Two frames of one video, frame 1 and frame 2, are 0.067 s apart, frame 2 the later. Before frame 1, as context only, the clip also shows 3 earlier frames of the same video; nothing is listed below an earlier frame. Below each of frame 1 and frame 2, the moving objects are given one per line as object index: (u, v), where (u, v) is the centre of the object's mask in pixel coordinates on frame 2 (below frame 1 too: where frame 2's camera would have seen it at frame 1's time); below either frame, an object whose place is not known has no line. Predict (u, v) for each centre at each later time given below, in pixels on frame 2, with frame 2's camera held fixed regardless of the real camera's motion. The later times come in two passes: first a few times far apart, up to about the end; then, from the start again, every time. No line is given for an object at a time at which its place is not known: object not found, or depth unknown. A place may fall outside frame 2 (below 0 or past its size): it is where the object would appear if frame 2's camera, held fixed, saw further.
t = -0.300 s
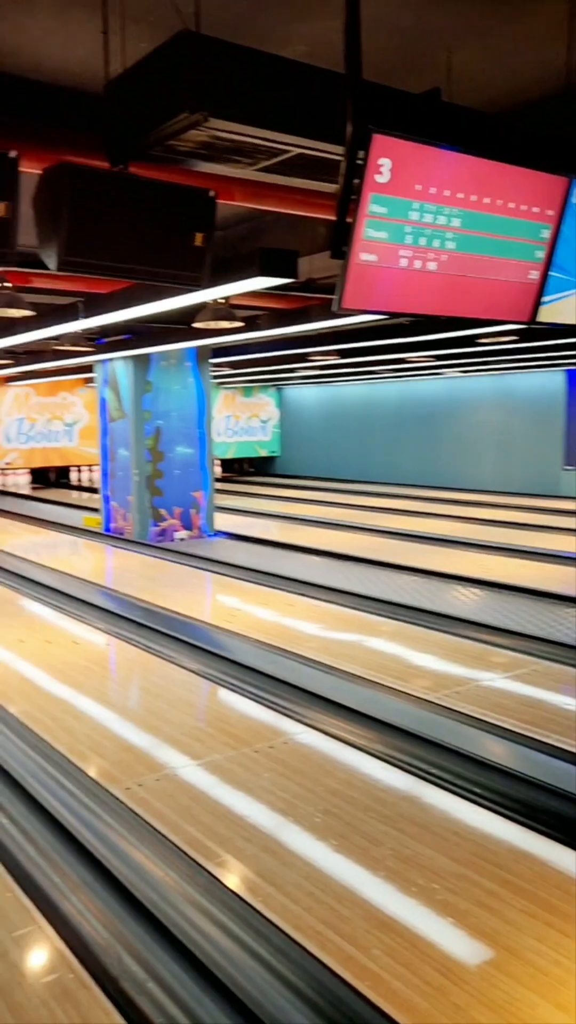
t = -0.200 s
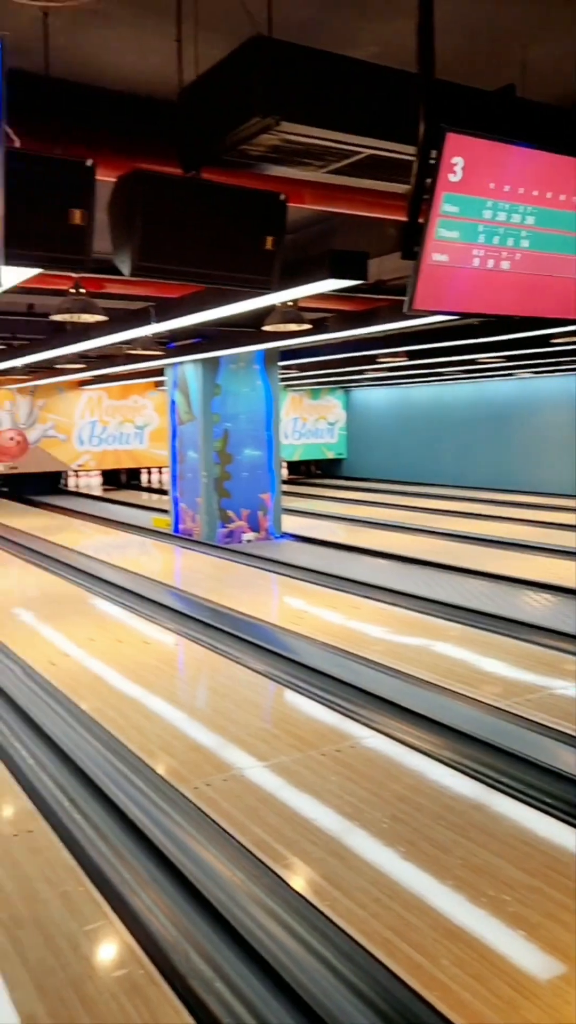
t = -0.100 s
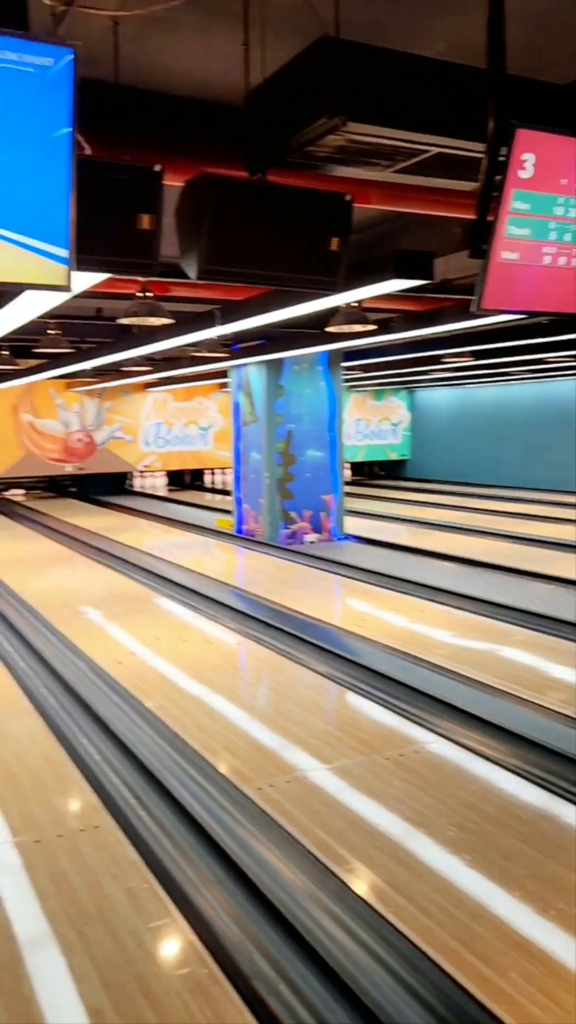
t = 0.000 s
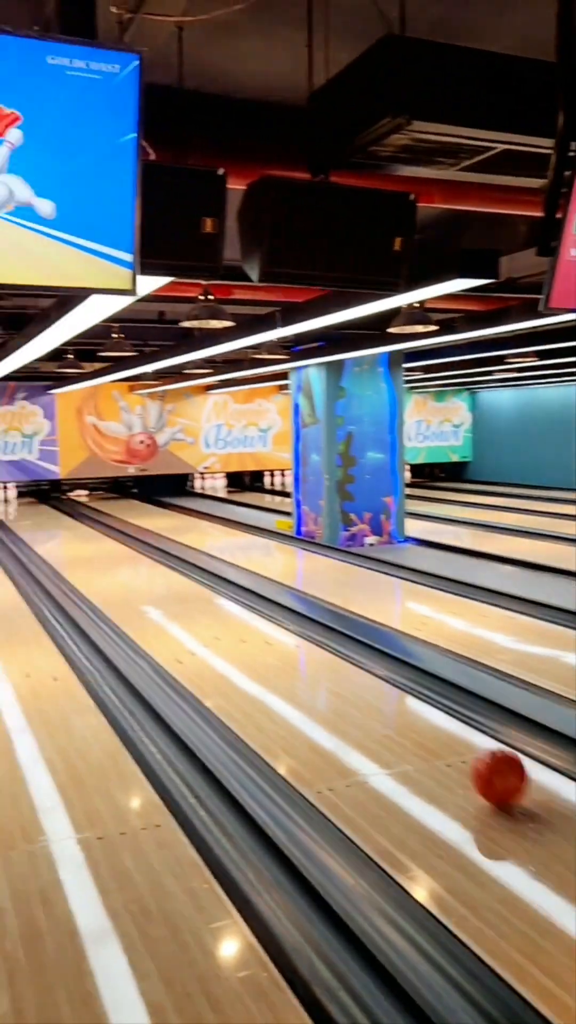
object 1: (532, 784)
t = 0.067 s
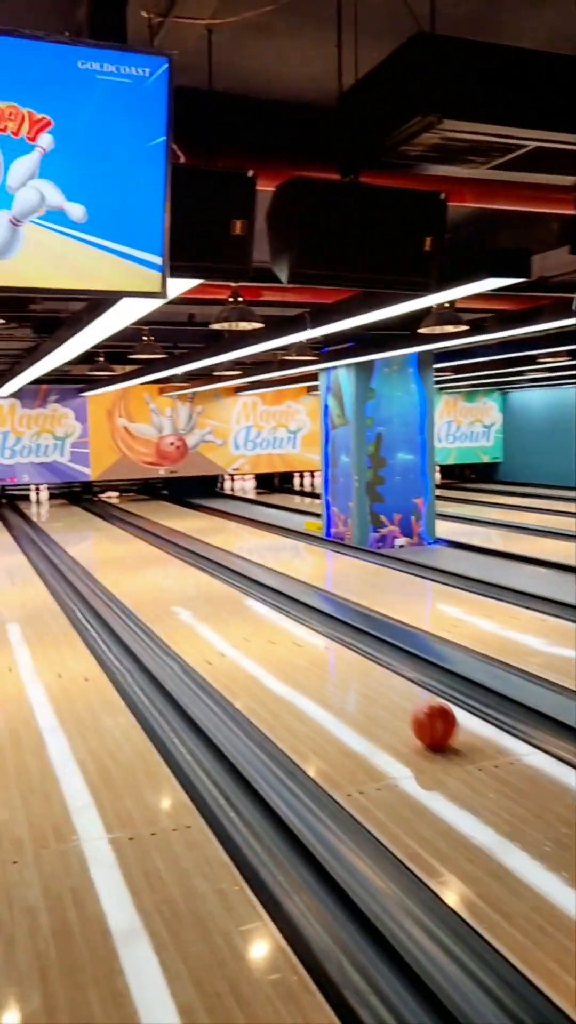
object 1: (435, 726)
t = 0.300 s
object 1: (258, 617)
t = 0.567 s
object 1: (171, 564)
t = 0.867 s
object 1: (120, 533)
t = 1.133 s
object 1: (93, 516)
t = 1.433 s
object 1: (73, 504)
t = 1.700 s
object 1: (62, 497)
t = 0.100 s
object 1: (398, 704)
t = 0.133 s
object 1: (366, 684)
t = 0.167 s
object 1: (338, 666)
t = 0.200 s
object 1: (314, 652)
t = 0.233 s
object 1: (293, 639)
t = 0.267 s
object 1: (275, 628)
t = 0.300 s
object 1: (258, 617)
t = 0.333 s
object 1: (243, 608)
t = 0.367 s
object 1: (231, 600)
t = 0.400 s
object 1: (218, 593)
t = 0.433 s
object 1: (207, 586)
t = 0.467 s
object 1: (197, 580)
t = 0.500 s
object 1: (188, 574)
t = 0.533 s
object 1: (179, 569)
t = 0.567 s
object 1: (171, 564)
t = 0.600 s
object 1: (164, 559)
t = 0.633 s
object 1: (157, 556)
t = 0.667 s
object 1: (150, 551)
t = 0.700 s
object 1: (144, 548)
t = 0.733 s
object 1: (138, 544)
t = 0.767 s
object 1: (134, 541)
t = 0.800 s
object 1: (129, 538)
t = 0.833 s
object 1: (124, 535)
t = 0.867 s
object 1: (120, 533)
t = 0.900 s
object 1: (115, 530)
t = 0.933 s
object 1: (112, 528)
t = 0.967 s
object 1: (108, 526)
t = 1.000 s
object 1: (105, 524)
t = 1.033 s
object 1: (101, 521)
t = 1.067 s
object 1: (98, 519)
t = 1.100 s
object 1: (96, 518)
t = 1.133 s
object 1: (93, 516)
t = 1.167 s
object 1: (90, 514)
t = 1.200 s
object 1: (87, 513)
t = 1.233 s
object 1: (85, 511)
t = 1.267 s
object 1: (83, 510)
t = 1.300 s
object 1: (81, 509)
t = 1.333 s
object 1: (79, 507)
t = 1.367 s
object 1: (77, 506)
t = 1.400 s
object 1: (74, 505)
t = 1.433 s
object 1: (73, 504)
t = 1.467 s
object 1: (72, 503)
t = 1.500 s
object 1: (69, 502)
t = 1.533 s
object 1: (68, 501)
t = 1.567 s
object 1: (67, 501)
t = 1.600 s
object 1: (66, 500)
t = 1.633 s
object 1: (64, 499)
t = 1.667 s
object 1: (63, 498)
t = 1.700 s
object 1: (62, 497)
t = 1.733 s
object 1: (61, 496)
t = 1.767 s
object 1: (60, 496)
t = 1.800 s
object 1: (58, 495)
